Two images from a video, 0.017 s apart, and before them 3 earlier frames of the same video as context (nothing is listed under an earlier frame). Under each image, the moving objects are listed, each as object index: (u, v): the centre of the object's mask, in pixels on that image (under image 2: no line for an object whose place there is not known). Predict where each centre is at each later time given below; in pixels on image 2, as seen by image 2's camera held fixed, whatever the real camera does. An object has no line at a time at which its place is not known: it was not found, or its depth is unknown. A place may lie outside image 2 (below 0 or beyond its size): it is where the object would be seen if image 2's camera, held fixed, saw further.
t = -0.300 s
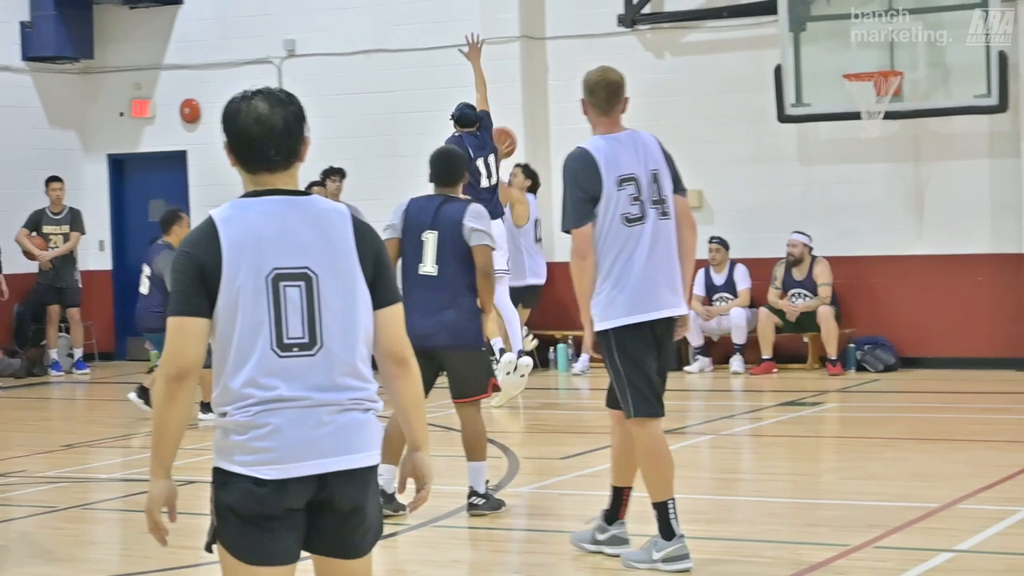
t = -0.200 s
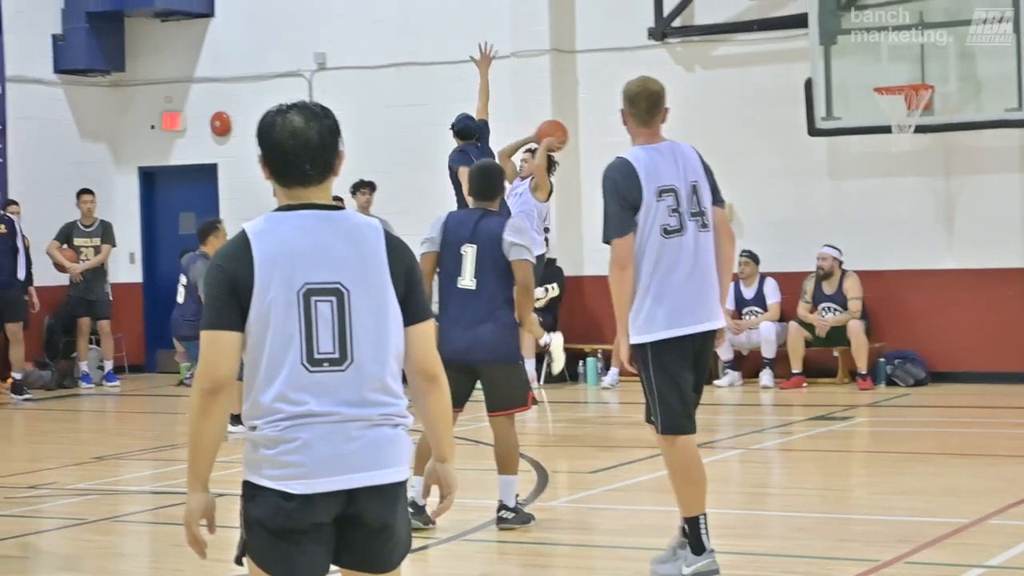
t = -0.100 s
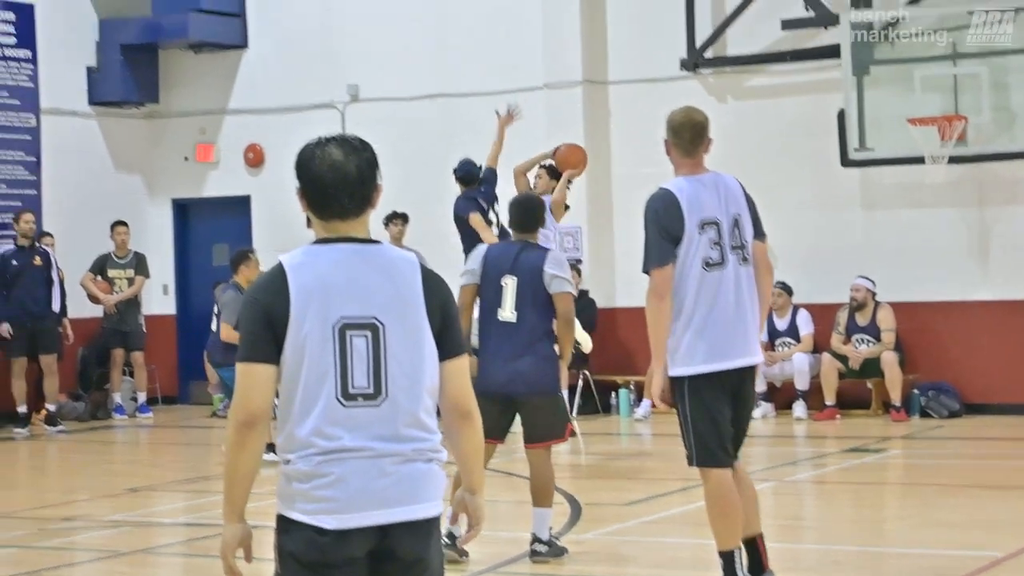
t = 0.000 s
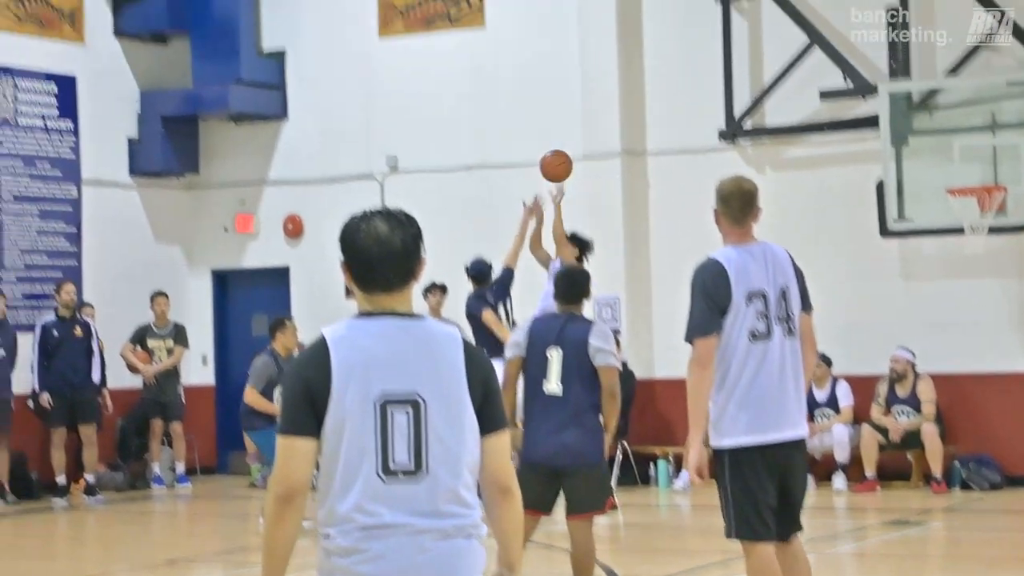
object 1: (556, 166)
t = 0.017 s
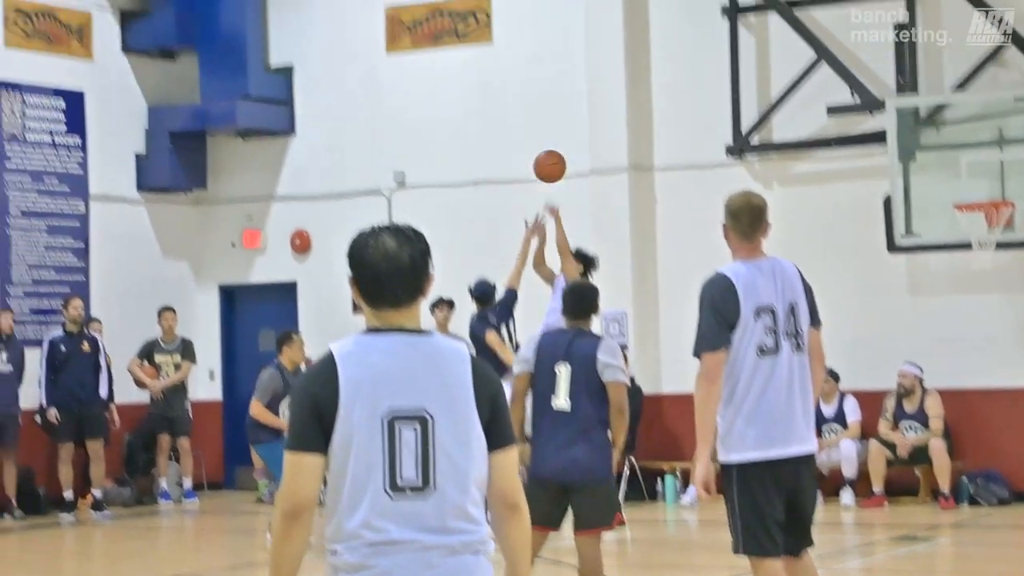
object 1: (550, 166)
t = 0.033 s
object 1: (536, 151)
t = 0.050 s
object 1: (522, 137)
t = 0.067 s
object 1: (509, 123)
